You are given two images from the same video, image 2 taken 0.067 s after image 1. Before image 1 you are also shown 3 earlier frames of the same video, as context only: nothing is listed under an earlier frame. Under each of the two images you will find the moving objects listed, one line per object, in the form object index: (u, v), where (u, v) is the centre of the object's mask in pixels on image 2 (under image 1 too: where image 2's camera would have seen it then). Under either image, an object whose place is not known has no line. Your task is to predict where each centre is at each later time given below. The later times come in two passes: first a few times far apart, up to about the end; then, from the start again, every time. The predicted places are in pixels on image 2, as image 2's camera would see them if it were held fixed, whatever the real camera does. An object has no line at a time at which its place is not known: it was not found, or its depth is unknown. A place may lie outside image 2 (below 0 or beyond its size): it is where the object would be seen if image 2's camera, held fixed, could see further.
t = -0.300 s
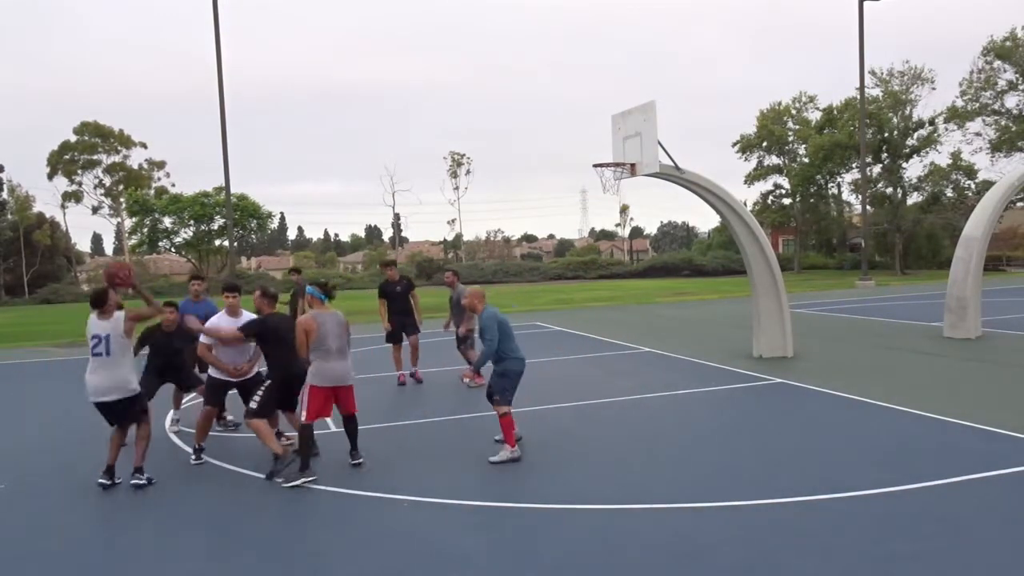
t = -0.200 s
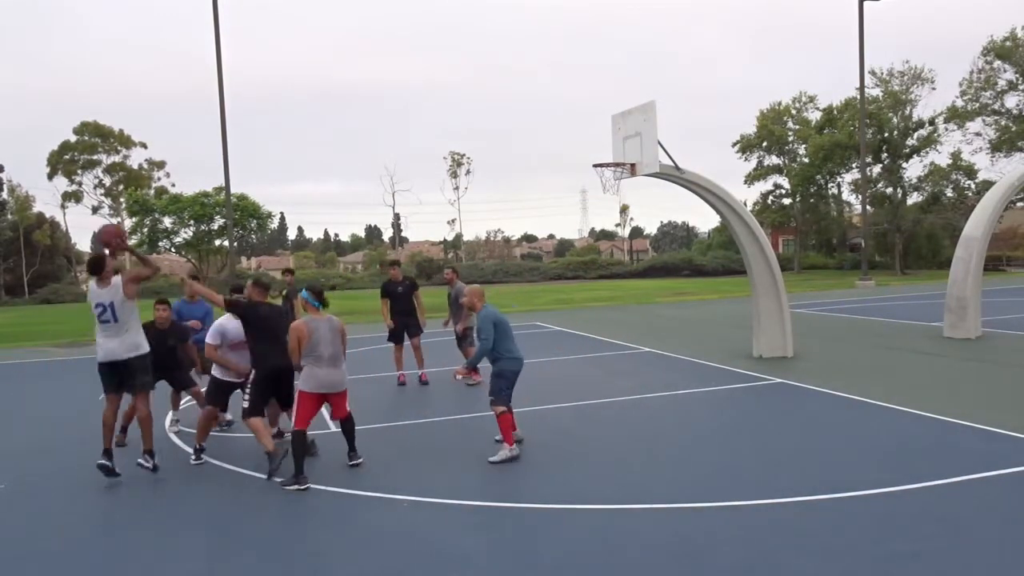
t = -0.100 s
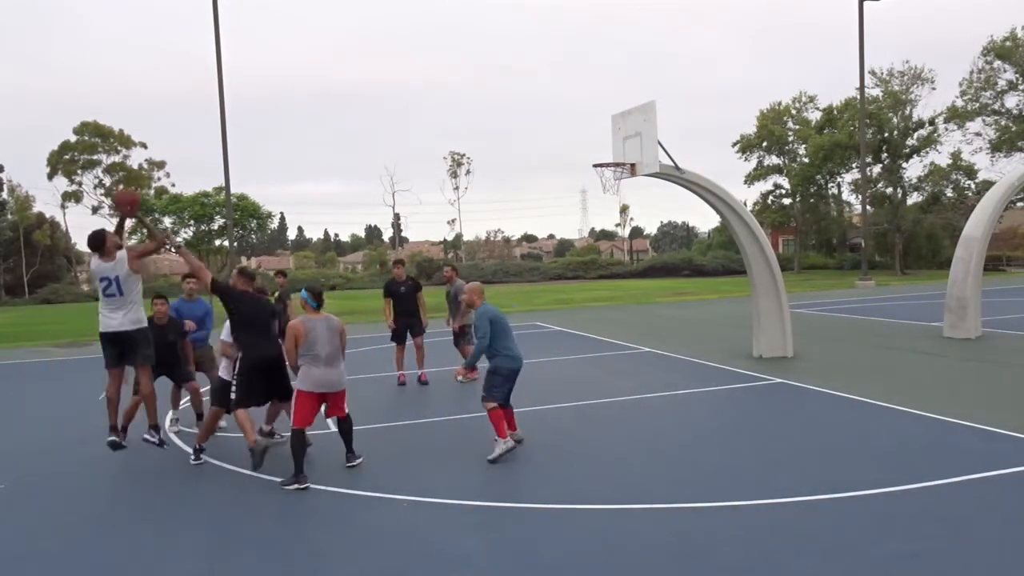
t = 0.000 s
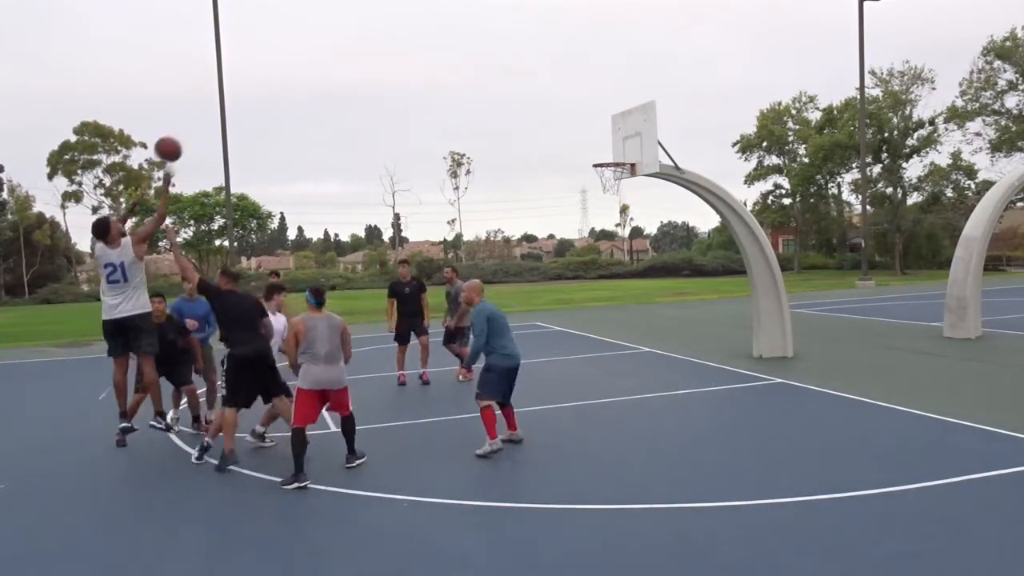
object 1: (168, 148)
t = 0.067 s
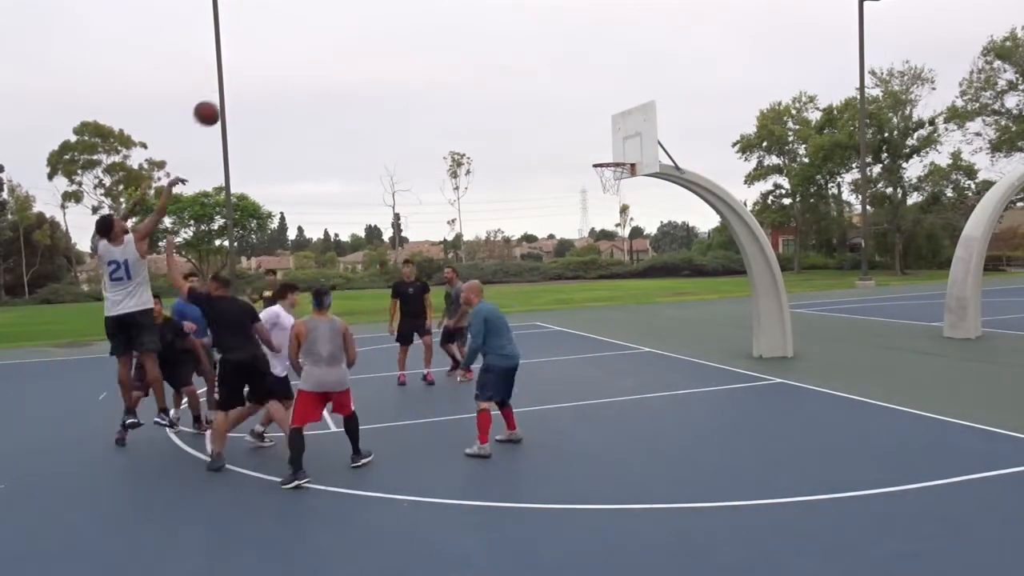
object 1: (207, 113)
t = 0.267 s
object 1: (310, 42)
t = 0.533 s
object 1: (426, 20)
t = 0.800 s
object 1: (521, 57)
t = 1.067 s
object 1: (599, 137)
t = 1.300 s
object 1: (645, 106)
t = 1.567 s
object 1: (699, 66)
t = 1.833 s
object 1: (760, 78)
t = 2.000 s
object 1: (802, 118)
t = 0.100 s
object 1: (226, 97)
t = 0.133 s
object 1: (243, 83)
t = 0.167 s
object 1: (260, 71)
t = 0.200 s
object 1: (277, 60)
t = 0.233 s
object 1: (294, 50)
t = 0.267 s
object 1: (310, 42)
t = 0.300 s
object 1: (326, 35)
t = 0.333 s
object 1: (341, 30)
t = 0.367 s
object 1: (356, 26)
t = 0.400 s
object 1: (370, 23)
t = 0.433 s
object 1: (385, 21)
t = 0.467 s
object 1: (399, 20)
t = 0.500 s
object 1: (413, 19)
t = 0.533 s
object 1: (426, 20)
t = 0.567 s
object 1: (439, 22)
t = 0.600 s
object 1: (451, 24)
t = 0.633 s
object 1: (463, 27)
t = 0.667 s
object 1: (475, 32)
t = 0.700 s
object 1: (487, 37)
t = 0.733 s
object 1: (498, 43)
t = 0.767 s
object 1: (510, 49)
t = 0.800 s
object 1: (521, 57)
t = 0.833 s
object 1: (531, 64)
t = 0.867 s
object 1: (542, 73)
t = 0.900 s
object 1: (552, 82)
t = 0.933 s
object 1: (562, 92)
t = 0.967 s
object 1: (572, 102)
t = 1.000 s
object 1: (581, 113)
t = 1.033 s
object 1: (590, 125)
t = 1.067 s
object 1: (599, 137)
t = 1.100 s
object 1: (608, 149)
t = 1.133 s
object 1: (615, 153)
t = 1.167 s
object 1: (621, 143)
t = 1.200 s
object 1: (627, 132)
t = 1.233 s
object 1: (633, 123)
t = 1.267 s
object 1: (639, 114)
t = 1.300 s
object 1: (645, 106)
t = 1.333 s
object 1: (652, 98)
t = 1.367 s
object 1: (658, 91)
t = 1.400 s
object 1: (665, 85)
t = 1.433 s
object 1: (671, 79)
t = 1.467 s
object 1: (678, 75)
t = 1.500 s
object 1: (685, 71)
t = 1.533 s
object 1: (692, 68)
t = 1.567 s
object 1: (699, 66)
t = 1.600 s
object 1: (707, 64)
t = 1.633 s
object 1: (714, 64)
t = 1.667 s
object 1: (722, 64)
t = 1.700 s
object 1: (729, 65)
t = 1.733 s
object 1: (737, 67)
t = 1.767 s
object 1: (744, 70)
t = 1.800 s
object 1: (752, 74)
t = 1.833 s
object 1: (760, 78)
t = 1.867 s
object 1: (768, 84)
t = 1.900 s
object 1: (776, 91)
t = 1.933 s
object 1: (784, 99)
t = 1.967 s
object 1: (793, 108)
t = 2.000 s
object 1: (802, 118)
